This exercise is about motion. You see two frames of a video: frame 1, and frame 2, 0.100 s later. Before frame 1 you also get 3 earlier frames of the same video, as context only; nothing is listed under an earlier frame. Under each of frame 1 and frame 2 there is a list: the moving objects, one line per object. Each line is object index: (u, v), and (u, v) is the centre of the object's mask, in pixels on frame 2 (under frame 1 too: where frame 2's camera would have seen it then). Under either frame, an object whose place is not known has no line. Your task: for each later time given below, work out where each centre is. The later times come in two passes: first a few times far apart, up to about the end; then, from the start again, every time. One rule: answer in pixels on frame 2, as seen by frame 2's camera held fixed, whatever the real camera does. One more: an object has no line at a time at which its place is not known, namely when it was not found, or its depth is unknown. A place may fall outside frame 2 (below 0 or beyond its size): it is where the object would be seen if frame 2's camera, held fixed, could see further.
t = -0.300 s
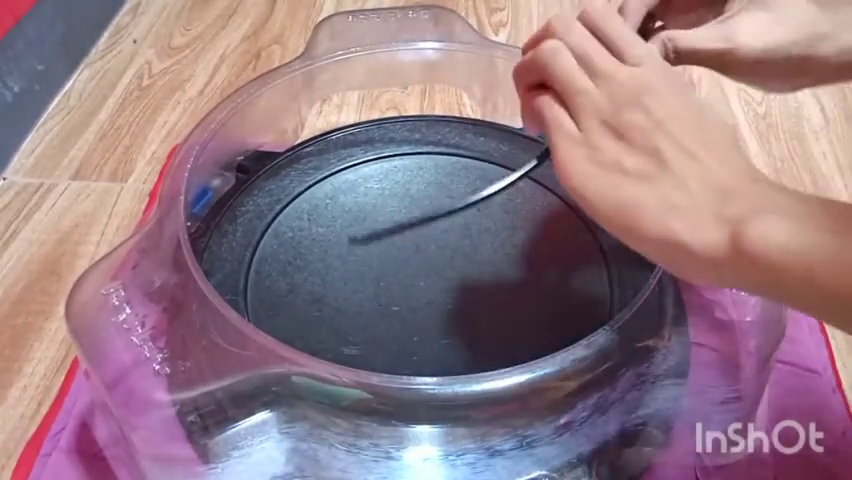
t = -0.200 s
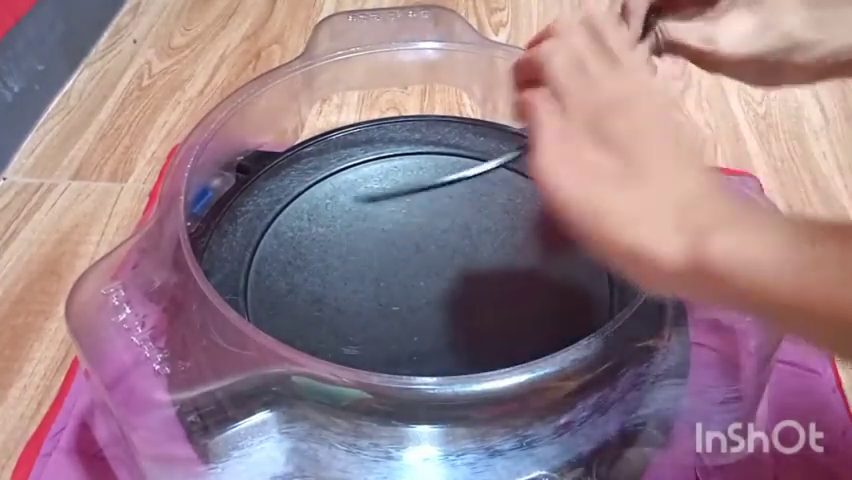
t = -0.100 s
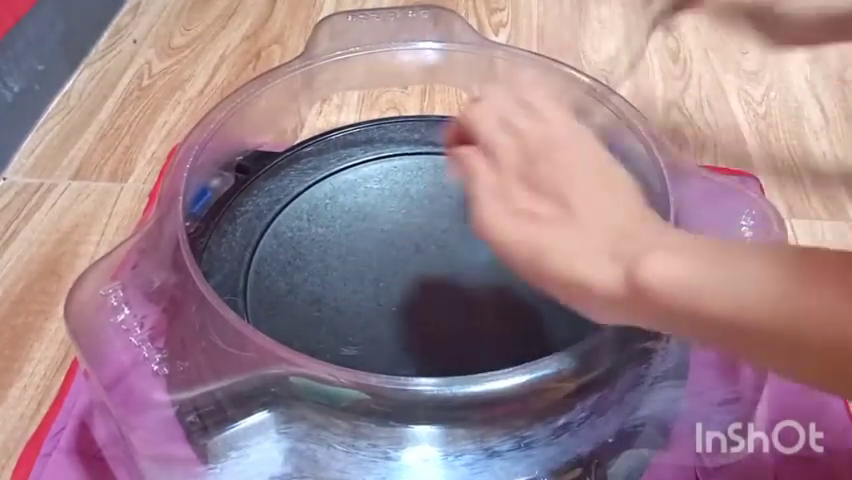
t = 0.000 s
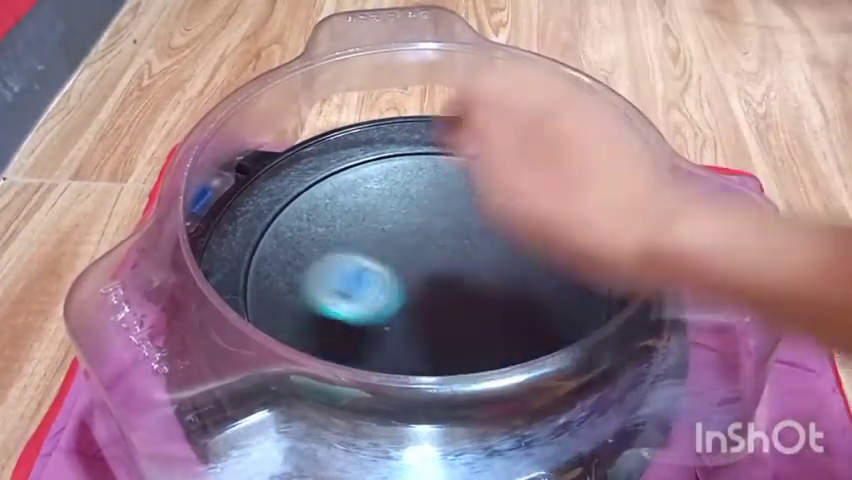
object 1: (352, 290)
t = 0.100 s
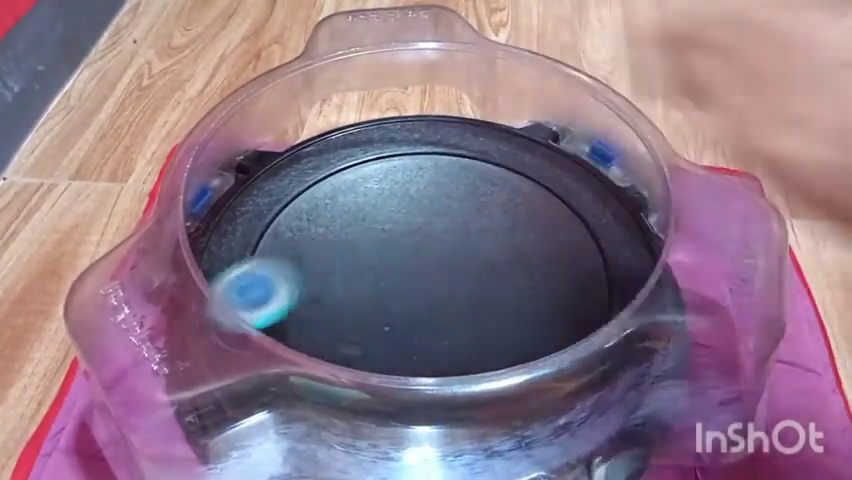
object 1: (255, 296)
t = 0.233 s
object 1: (359, 286)
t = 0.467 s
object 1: (436, 236)
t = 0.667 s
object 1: (332, 214)
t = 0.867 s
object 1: (281, 343)
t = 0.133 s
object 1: (270, 291)
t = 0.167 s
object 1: (295, 295)
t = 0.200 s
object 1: (330, 290)
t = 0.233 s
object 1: (359, 286)
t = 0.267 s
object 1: (386, 281)
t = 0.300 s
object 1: (407, 276)
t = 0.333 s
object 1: (424, 270)
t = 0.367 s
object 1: (433, 264)
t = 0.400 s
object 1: (439, 255)
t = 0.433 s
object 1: (440, 246)
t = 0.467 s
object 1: (436, 236)
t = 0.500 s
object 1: (427, 227)
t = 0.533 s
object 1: (415, 219)
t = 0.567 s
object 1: (398, 213)
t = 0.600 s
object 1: (378, 211)
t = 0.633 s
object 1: (355, 210)
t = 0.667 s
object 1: (332, 214)
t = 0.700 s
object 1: (310, 224)
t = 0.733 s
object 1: (289, 237)
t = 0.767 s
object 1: (273, 254)
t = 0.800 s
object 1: (265, 281)
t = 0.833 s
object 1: (268, 305)
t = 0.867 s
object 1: (281, 343)
